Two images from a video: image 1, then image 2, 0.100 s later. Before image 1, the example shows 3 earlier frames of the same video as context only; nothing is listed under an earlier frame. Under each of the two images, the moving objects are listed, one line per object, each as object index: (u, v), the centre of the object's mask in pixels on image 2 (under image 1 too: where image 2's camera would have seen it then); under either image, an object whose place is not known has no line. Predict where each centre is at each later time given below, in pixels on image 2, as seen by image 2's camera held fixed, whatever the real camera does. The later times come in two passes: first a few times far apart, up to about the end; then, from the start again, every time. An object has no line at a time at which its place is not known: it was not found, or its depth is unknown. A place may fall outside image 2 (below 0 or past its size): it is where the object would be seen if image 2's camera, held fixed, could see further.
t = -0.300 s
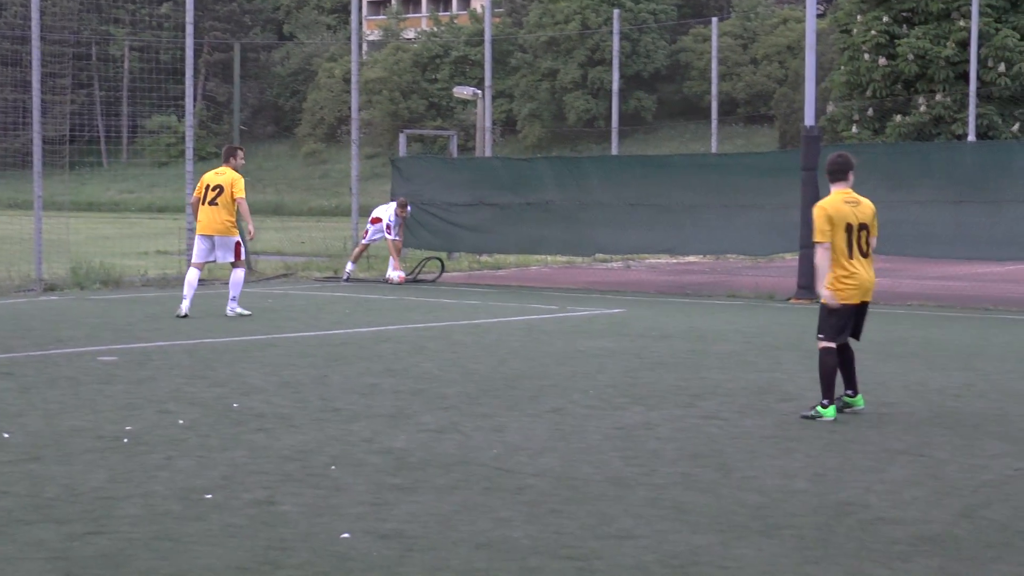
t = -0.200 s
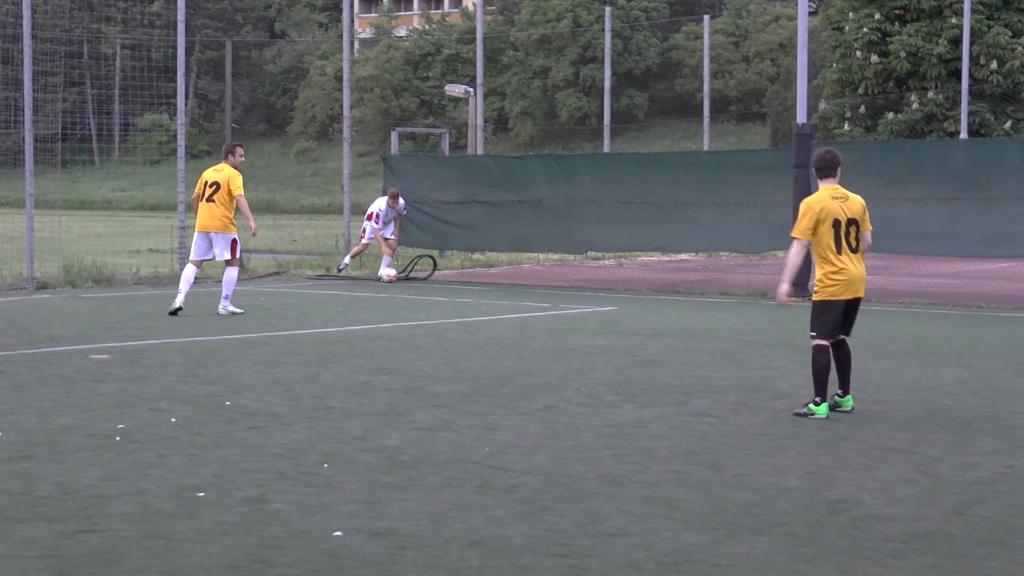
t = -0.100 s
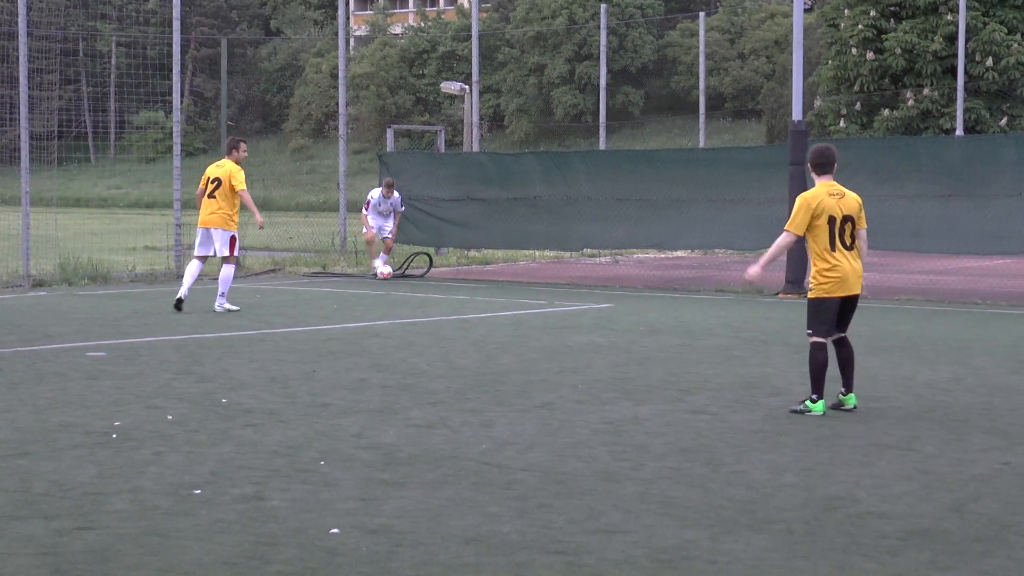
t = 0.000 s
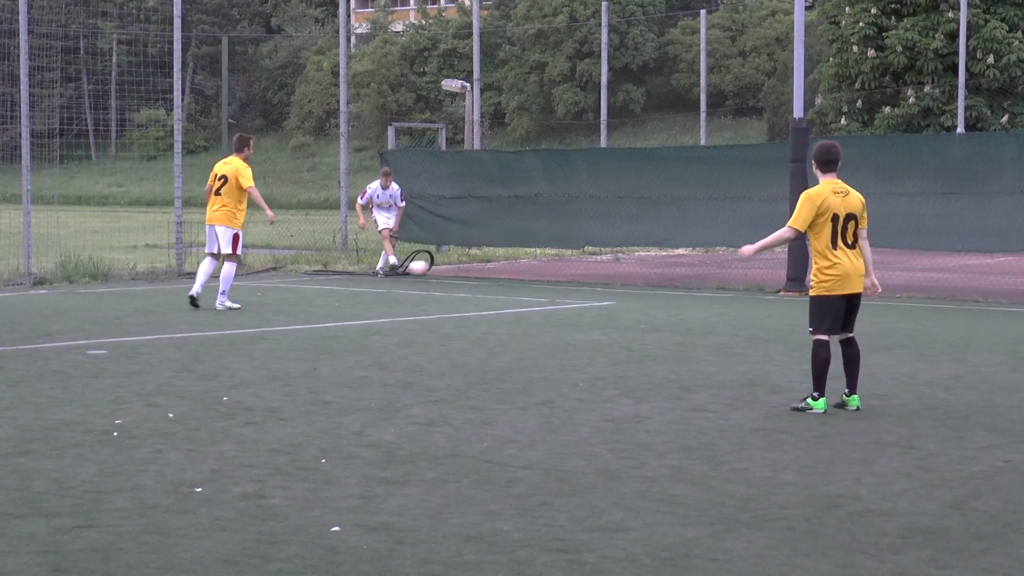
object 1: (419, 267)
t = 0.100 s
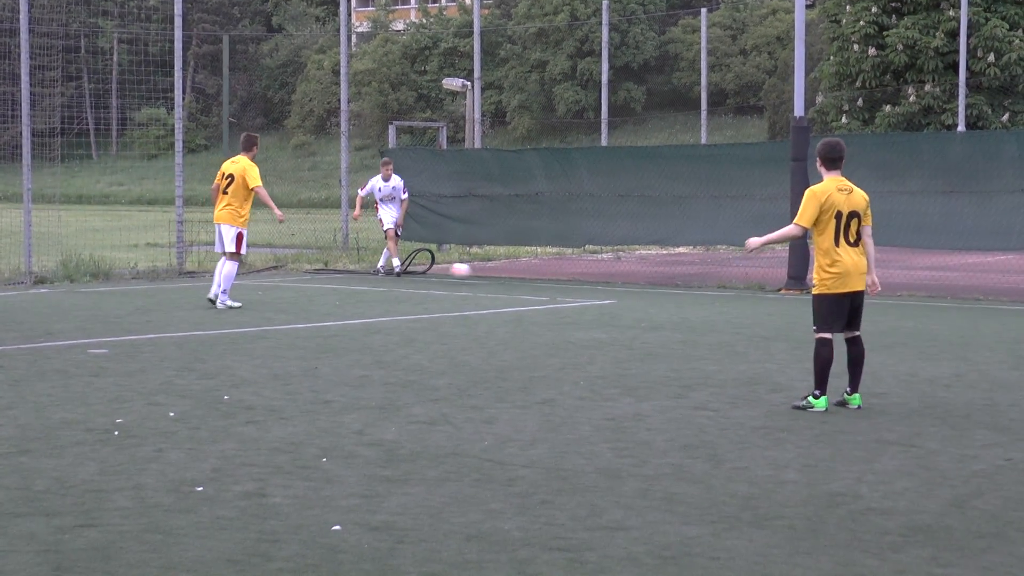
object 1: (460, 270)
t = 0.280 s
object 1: (540, 279)
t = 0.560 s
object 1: (671, 289)
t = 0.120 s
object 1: (469, 272)
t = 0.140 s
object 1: (478, 275)
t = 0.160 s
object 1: (487, 277)
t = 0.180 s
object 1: (496, 279)
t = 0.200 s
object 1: (505, 279)
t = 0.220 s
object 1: (513, 279)
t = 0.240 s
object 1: (522, 279)
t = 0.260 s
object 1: (530, 278)
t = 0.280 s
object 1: (540, 279)
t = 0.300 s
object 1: (549, 279)
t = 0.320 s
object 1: (558, 281)
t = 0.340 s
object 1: (567, 282)
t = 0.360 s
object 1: (577, 285)
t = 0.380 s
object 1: (586, 286)
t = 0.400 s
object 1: (596, 289)
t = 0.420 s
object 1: (605, 289)
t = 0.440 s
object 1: (614, 288)
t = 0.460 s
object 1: (623, 288)
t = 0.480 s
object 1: (632, 287)
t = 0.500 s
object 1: (642, 287)
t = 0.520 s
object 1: (652, 287)
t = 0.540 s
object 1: (662, 288)
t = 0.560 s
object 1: (671, 289)
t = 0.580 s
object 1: (681, 291)
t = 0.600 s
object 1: (691, 293)
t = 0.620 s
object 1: (701, 296)
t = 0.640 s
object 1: (711, 298)
